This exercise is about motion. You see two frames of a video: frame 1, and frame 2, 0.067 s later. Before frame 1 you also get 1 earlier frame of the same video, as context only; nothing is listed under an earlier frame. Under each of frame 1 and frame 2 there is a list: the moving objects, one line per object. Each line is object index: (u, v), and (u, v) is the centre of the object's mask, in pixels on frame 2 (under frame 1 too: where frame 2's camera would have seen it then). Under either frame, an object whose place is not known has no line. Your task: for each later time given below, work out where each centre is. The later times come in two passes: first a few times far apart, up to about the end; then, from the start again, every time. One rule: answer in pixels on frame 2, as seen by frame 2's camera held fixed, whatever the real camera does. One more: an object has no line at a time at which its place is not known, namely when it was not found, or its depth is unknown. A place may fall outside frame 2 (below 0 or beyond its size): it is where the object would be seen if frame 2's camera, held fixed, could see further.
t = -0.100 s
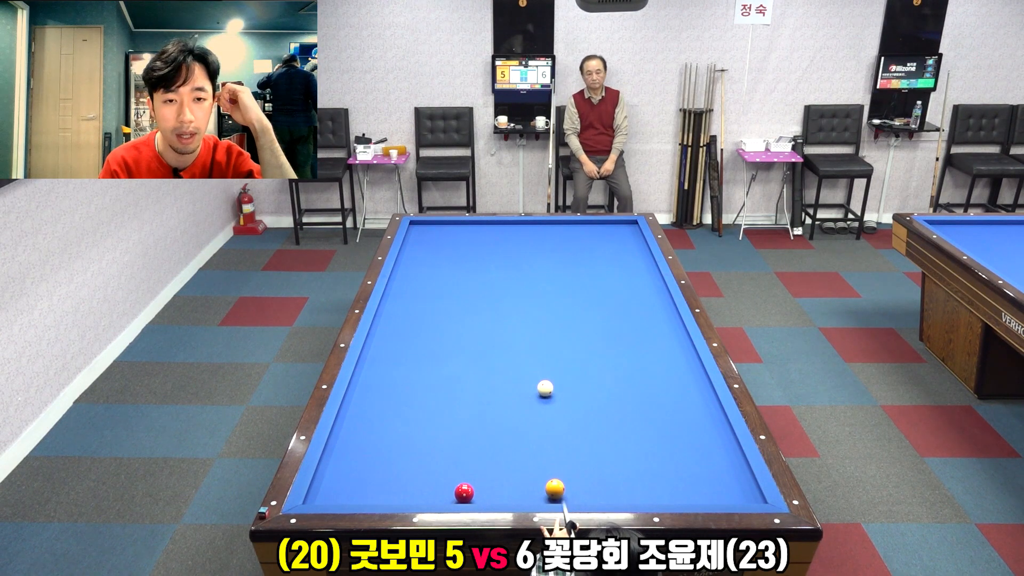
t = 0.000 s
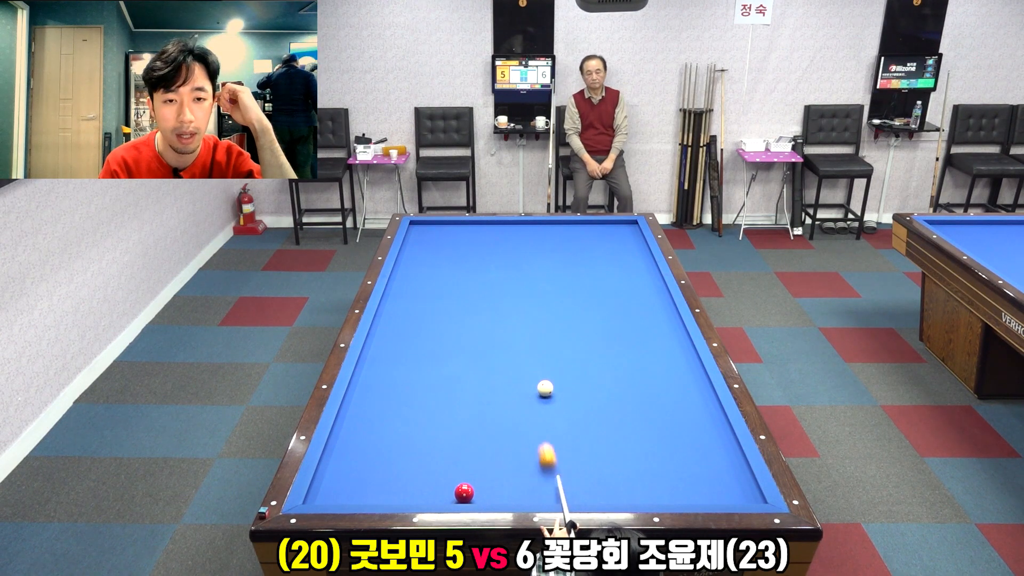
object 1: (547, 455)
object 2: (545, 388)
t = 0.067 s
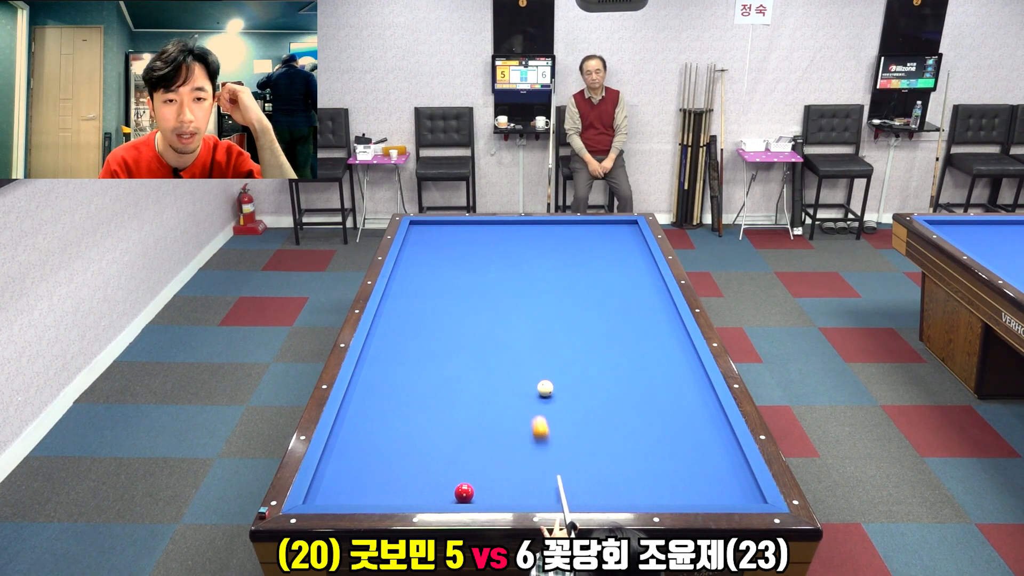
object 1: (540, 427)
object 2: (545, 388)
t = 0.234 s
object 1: (515, 377)
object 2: (558, 383)
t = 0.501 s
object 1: (464, 325)
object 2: (599, 369)
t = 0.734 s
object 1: (431, 288)
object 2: (632, 357)
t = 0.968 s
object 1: (404, 258)
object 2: (661, 346)
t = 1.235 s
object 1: (431, 231)
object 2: (675, 335)
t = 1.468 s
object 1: (457, 231)
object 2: (655, 329)
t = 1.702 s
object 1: (487, 244)
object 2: (636, 322)
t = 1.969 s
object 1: (523, 260)
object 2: (615, 315)
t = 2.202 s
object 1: (558, 274)
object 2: (598, 310)
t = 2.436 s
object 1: (596, 290)
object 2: (582, 304)
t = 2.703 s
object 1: (643, 311)
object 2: (564, 299)
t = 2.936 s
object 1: (675, 330)
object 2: (550, 294)
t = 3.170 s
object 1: (659, 349)
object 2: (537, 289)
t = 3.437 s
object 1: (640, 374)
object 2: (522, 285)
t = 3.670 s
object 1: (622, 398)
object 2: (510, 281)
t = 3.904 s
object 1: (602, 424)
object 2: (498, 277)
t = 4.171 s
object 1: (576, 458)
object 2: (486, 272)
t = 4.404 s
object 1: (551, 490)
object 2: (476, 269)
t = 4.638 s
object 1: (518, 484)
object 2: (466, 266)
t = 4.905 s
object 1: (481, 463)
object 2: (456, 262)
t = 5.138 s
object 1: (452, 447)
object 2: (447, 260)
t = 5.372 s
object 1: (426, 432)
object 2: (439, 257)
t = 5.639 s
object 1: (397, 417)
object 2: (430, 254)
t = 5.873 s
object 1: (374, 404)
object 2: (422, 251)
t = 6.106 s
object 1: (354, 392)
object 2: (415, 249)
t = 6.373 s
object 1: (372, 381)
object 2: (408, 246)
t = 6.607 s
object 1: (389, 372)
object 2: (408, 245)
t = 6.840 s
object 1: (403, 363)
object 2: (413, 243)
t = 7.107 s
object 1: (419, 354)
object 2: (417, 242)
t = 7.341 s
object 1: (432, 346)
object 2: (420, 241)
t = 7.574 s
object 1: (444, 340)
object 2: (424, 240)
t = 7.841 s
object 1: (457, 332)
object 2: (427, 239)
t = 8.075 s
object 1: (467, 326)
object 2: (430, 238)
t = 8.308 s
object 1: (477, 321)
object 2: (432, 237)
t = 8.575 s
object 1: (488, 315)
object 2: (435, 236)
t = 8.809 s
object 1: (496, 310)
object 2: (437, 236)
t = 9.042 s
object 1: (505, 305)
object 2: (438, 235)
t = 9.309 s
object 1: (514, 300)
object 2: (440, 235)
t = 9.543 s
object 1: (521, 296)
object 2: (441, 234)
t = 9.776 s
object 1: (528, 292)
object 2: (442, 234)
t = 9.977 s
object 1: (533, 289)
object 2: (442, 234)
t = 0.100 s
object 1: (537, 415)
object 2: (545, 388)
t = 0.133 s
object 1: (534, 403)
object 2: (545, 389)
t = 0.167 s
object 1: (532, 393)
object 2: (546, 388)
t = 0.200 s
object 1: (524, 385)
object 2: (552, 386)
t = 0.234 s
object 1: (515, 377)
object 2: (558, 383)
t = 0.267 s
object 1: (507, 370)
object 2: (564, 381)
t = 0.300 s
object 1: (499, 363)
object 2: (570, 379)
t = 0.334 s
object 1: (493, 356)
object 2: (575, 378)
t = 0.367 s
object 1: (487, 349)
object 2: (580, 376)
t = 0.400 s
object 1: (481, 343)
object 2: (585, 374)
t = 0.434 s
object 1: (475, 337)
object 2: (590, 372)
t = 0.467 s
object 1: (469, 331)
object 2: (595, 370)
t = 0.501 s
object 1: (464, 325)
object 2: (599, 369)
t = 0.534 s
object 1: (459, 319)
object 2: (604, 367)
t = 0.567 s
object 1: (454, 313)
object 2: (609, 365)
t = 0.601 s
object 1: (449, 308)
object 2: (614, 363)
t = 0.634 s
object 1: (445, 303)
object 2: (618, 362)
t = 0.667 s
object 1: (440, 298)
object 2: (623, 360)
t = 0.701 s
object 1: (436, 293)
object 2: (627, 358)
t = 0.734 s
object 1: (431, 288)
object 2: (632, 357)
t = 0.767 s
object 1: (427, 283)
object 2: (636, 355)
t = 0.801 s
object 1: (423, 279)
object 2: (640, 354)
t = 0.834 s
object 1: (419, 275)
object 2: (645, 352)
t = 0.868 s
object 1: (415, 270)
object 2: (649, 350)
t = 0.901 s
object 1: (411, 266)
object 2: (653, 349)
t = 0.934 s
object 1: (408, 262)
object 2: (657, 347)
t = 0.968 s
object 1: (404, 258)
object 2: (661, 346)
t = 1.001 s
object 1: (404, 254)
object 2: (665, 344)
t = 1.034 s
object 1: (408, 251)
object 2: (670, 343)
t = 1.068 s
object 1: (413, 247)
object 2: (674, 341)
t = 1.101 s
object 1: (417, 244)
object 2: (678, 340)
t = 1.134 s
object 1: (421, 240)
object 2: (682, 339)
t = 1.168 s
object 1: (424, 237)
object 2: (683, 337)
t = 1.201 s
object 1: (428, 234)
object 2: (679, 336)
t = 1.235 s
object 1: (431, 231)
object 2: (675, 335)
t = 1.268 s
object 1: (434, 228)
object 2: (673, 334)
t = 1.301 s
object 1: (438, 225)
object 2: (669, 333)
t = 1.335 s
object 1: (441, 222)
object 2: (667, 332)
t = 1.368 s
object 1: (445, 224)
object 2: (664, 331)
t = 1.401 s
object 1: (449, 226)
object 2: (661, 330)
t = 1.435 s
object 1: (453, 229)
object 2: (658, 330)
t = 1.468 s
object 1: (457, 231)
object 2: (655, 329)
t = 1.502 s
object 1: (461, 233)
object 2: (652, 328)
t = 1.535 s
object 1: (465, 235)
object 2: (650, 327)
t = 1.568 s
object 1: (470, 237)
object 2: (647, 326)
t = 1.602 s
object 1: (474, 239)
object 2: (644, 325)
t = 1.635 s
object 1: (478, 241)
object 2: (641, 324)
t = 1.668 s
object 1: (482, 242)
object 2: (639, 323)
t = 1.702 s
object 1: (487, 244)
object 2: (636, 322)
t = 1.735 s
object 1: (491, 246)
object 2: (633, 321)
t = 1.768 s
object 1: (495, 248)
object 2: (631, 320)
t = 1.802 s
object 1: (500, 250)
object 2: (628, 320)
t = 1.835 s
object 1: (504, 252)
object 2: (625, 319)
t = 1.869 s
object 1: (509, 254)
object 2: (623, 318)
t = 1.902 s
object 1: (514, 256)
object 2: (620, 317)
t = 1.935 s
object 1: (518, 258)
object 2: (617, 316)
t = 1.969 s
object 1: (523, 260)
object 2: (615, 315)
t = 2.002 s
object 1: (528, 262)
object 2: (613, 315)
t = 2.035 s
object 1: (533, 264)
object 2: (610, 314)
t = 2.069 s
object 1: (538, 266)
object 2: (608, 313)
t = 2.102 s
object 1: (543, 268)
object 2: (605, 312)
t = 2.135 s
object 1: (548, 270)
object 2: (603, 311)
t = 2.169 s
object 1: (553, 272)
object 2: (600, 311)
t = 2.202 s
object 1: (558, 274)
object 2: (598, 310)
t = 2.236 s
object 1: (563, 277)
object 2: (596, 309)
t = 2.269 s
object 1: (568, 279)
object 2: (593, 308)
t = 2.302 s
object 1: (574, 281)
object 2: (591, 307)
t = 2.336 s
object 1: (579, 283)
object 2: (589, 307)
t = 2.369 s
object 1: (584, 286)
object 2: (586, 306)
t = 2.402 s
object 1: (590, 288)
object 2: (584, 305)
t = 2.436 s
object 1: (596, 290)
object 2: (582, 304)
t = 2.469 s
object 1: (601, 293)
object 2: (580, 304)
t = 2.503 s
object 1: (607, 295)
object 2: (577, 303)
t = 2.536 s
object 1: (613, 298)
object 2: (575, 302)
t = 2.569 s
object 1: (619, 300)
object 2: (573, 302)
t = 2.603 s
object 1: (625, 303)
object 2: (571, 301)
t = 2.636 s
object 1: (631, 305)
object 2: (569, 300)
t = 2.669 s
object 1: (637, 308)
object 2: (567, 299)
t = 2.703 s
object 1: (643, 311)
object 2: (564, 299)
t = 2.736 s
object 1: (649, 313)
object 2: (563, 298)
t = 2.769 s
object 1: (656, 316)
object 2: (560, 297)
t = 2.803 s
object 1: (662, 319)
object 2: (558, 297)
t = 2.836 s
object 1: (669, 321)
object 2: (556, 296)
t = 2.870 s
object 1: (675, 324)
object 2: (554, 295)
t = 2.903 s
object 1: (678, 327)
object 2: (552, 295)
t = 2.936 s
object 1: (675, 330)
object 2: (550, 294)
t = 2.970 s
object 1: (672, 332)
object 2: (548, 293)
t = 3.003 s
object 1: (670, 335)
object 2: (546, 293)
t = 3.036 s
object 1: (667, 338)
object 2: (544, 292)
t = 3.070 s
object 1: (665, 341)
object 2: (543, 291)
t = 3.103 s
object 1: (663, 343)
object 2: (541, 291)
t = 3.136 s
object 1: (661, 346)
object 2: (539, 290)
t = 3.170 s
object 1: (659, 349)
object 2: (537, 289)
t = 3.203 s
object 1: (657, 352)
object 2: (535, 289)
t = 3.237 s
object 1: (654, 355)
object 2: (533, 288)
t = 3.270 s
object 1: (652, 358)
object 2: (531, 288)
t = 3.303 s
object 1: (650, 361)
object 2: (529, 287)
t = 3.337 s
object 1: (647, 364)
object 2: (528, 286)
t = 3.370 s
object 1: (645, 367)
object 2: (526, 286)
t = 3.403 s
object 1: (642, 370)
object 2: (524, 285)
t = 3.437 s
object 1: (640, 374)
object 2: (522, 285)
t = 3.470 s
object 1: (637, 377)
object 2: (520, 284)
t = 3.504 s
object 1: (635, 380)
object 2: (519, 284)
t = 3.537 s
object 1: (632, 384)
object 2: (517, 283)
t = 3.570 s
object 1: (630, 387)
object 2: (515, 282)
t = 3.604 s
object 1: (627, 391)
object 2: (514, 282)
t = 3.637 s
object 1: (624, 394)
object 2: (512, 281)
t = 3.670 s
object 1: (622, 398)
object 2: (510, 281)
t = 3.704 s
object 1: (619, 401)
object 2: (508, 280)
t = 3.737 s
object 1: (616, 405)
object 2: (507, 279)
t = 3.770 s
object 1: (613, 409)
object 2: (505, 279)
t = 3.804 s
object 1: (610, 412)
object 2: (503, 278)
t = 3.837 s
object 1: (608, 416)
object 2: (502, 278)
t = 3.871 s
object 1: (605, 420)
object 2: (500, 277)
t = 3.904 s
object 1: (602, 424)
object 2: (498, 277)
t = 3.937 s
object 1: (599, 428)
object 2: (497, 276)
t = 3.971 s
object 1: (596, 432)
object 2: (495, 276)
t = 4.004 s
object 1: (592, 436)
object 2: (494, 275)
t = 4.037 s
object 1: (589, 440)
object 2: (492, 275)
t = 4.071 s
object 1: (586, 445)
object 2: (491, 274)
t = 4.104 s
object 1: (583, 449)
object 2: (489, 273)
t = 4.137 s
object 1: (580, 453)
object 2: (488, 273)
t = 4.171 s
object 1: (576, 458)
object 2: (486, 272)
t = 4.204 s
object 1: (572, 462)
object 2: (485, 272)
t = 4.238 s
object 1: (569, 466)
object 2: (483, 272)
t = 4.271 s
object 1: (565, 471)
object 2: (482, 271)
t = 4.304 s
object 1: (562, 476)
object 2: (480, 271)
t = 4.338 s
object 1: (558, 481)
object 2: (479, 270)
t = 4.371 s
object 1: (554, 485)
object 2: (477, 269)
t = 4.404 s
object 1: (551, 490)
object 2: (476, 269)
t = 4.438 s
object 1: (547, 494)
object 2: (474, 269)
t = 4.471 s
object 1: (543, 496)
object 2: (473, 268)
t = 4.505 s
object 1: (537, 495)
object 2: (472, 268)
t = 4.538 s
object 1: (532, 492)
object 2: (470, 267)
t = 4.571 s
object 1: (527, 489)
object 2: (469, 267)
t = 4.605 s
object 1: (522, 487)
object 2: (467, 266)
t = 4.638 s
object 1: (518, 484)
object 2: (466, 266)
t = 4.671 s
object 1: (513, 481)
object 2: (465, 265)
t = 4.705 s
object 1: (508, 479)
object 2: (464, 265)
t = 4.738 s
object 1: (503, 476)
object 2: (462, 265)
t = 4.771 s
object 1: (499, 473)
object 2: (461, 264)
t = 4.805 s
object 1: (494, 471)
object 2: (460, 264)
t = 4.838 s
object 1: (490, 468)
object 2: (458, 263)
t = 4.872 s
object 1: (486, 466)
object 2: (457, 263)
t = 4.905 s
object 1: (481, 463)
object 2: (456, 262)
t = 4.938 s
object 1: (477, 461)
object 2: (454, 262)
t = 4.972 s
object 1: (473, 459)
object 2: (453, 262)
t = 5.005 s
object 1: (469, 456)
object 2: (452, 261)
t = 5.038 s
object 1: (464, 454)
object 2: (451, 261)
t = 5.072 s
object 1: (460, 452)
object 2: (449, 260)
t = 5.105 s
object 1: (456, 449)
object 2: (448, 260)
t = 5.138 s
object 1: (452, 447)
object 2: (447, 260)
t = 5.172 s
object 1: (448, 445)
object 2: (446, 259)
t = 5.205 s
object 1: (444, 443)
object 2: (445, 259)
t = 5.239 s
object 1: (441, 441)
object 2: (443, 258)
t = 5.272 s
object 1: (437, 438)
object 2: (442, 258)
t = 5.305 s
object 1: (433, 436)
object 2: (441, 258)
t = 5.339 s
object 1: (429, 434)
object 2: (440, 257)
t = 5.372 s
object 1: (426, 432)
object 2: (439, 257)
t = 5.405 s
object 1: (422, 430)
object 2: (438, 256)
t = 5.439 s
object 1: (418, 428)
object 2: (436, 256)
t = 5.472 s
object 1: (415, 426)
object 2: (435, 256)
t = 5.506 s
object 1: (411, 424)
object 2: (434, 255)
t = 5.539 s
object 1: (408, 422)
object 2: (433, 255)
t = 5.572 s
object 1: (404, 420)
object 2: (432, 255)
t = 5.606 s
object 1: (401, 418)
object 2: (431, 254)
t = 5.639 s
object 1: (397, 417)
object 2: (430, 254)
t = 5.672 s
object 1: (394, 415)
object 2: (429, 254)
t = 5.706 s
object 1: (391, 413)
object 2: (428, 253)
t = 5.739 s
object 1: (387, 411)
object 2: (427, 253)
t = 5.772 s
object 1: (384, 409)
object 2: (426, 252)
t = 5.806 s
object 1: (381, 407)
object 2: (425, 252)
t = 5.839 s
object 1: (378, 406)
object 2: (424, 252)
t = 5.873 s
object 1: (374, 404)
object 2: (422, 251)
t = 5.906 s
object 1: (371, 402)
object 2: (421, 251)
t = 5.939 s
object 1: (368, 400)
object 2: (420, 251)
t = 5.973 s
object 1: (365, 399)
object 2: (420, 250)
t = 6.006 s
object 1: (362, 397)
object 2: (419, 250)
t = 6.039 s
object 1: (359, 395)
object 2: (417, 250)
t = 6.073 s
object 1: (356, 394)
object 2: (416, 249)
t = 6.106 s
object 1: (354, 392)
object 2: (415, 249)
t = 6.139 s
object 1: (355, 391)
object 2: (415, 249)
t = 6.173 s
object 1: (358, 389)
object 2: (414, 248)
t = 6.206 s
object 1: (360, 388)
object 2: (413, 248)
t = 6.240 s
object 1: (363, 386)
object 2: (412, 248)
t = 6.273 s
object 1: (365, 385)
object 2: (411, 247)
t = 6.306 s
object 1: (368, 384)
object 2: (410, 247)
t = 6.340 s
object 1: (370, 382)
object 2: (409, 247)
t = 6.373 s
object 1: (372, 381)
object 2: (408, 246)
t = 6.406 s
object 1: (375, 380)
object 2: (407, 246)
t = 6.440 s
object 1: (377, 378)
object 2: (406, 246)
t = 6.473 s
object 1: (380, 377)
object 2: (406, 246)
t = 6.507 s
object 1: (382, 376)
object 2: (407, 246)
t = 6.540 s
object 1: (384, 374)
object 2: (407, 245)
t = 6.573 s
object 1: (386, 373)
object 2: (408, 245)
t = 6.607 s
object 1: (389, 372)
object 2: (408, 245)
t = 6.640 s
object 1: (391, 370)
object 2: (409, 245)
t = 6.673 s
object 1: (393, 369)
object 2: (410, 244)
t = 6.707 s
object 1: (395, 368)
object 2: (410, 244)
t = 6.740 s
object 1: (397, 367)
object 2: (411, 244)
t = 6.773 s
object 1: (399, 366)
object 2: (411, 244)
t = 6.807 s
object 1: (401, 364)
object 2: (412, 244)
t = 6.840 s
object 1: (403, 363)
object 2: (413, 243)
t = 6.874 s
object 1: (405, 362)
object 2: (413, 243)
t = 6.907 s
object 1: (408, 361)
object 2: (414, 243)
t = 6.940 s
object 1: (409, 360)
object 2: (414, 243)
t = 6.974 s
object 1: (411, 358)
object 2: (415, 243)
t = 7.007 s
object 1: (413, 358)
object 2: (415, 243)
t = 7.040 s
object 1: (415, 356)
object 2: (416, 242)
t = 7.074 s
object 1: (417, 355)
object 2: (416, 242)
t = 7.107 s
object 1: (419, 354)
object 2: (417, 242)
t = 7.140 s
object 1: (421, 353)
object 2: (417, 242)
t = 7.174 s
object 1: (423, 352)
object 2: (418, 242)
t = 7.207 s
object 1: (425, 351)
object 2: (418, 242)
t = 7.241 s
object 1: (427, 350)
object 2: (419, 241)
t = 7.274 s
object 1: (428, 349)
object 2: (420, 241)
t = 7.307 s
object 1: (430, 348)
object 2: (420, 241)
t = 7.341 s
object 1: (432, 346)
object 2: (420, 241)
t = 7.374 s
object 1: (434, 346)
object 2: (421, 241)
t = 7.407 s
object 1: (435, 345)
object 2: (422, 241)
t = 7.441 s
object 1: (437, 344)
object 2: (422, 240)
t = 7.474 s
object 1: (439, 343)
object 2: (422, 240)
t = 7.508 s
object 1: (441, 342)
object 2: (423, 240)
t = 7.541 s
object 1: (442, 341)
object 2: (423, 240)
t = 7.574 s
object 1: (444, 340)
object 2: (424, 240)
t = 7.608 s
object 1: (446, 339)
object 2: (424, 240)
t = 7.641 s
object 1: (448, 338)
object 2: (425, 240)
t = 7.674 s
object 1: (449, 337)
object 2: (425, 239)
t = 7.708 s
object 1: (451, 336)
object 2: (425, 239)
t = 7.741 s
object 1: (452, 335)
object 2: (426, 239)
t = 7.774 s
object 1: (454, 334)
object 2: (426, 239)
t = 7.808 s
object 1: (455, 333)
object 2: (427, 239)
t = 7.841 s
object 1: (457, 332)
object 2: (427, 239)
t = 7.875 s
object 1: (459, 332)
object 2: (428, 239)
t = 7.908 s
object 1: (460, 331)
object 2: (428, 238)
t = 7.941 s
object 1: (461, 330)
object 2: (428, 238)
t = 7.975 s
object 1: (463, 329)
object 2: (429, 238)
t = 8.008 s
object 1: (464, 328)
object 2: (429, 238)
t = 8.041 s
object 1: (466, 327)
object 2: (429, 238)
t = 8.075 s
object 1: (467, 326)
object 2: (430, 238)
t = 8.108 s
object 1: (469, 326)
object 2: (430, 238)
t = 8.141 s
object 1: (470, 325)
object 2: (431, 238)
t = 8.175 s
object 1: (472, 324)
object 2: (431, 237)
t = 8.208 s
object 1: (473, 323)
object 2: (431, 237)
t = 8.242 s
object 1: (475, 322)
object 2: (432, 237)
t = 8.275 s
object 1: (476, 321)
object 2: (432, 237)
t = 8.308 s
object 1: (477, 321)
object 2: (432, 237)
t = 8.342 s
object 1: (479, 320)
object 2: (433, 237)
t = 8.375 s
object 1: (480, 319)
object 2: (433, 237)
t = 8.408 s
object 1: (481, 318)
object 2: (433, 237)
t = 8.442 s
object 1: (483, 318)
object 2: (434, 237)
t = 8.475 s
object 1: (484, 317)
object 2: (434, 237)
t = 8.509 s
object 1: (485, 316)
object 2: (434, 236)
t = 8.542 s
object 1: (486, 315)
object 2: (435, 236)
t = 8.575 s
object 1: (488, 315)
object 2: (435, 236)
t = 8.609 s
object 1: (489, 314)
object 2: (435, 236)
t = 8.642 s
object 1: (490, 313)
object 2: (435, 236)
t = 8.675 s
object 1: (492, 312)
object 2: (436, 236)
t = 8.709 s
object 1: (493, 312)
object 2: (436, 236)
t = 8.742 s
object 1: (494, 311)
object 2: (436, 236)
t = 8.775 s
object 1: (495, 310)
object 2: (436, 236)
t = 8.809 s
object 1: (496, 310)
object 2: (437, 236)
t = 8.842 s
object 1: (498, 309)
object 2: (437, 236)
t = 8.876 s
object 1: (499, 308)
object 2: (437, 235)
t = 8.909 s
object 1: (500, 308)
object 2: (437, 235)
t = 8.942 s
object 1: (501, 307)
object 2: (438, 235)
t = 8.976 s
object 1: (502, 306)
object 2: (438, 235)
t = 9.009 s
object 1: (504, 306)
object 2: (438, 235)
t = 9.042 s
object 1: (505, 305)
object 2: (438, 235)
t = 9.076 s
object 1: (506, 304)
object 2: (438, 235)
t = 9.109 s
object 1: (507, 304)
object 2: (439, 235)
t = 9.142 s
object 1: (508, 303)
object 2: (439, 235)
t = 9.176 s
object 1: (509, 303)
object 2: (439, 235)
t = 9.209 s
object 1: (510, 302)
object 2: (439, 235)
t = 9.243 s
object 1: (511, 301)
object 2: (440, 235)
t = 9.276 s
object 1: (513, 301)
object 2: (440, 235)
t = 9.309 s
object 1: (514, 300)
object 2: (440, 235)
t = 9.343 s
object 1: (515, 300)
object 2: (440, 234)
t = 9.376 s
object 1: (516, 299)
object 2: (440, 235)
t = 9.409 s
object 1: (517, 298)
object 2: (440, 234)
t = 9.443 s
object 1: (518, 298)
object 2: (441, 234)
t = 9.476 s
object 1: (519, 297)
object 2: (441, 234)
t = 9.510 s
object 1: (520, 297)
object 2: (441, 234)
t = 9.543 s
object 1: (521, 296)
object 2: (441, 234)
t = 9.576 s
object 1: (522, 296)
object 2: (441, 234)
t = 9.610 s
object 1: (523, 295)
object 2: (441, 234)
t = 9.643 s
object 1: (524, 294)
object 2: (441, 234)
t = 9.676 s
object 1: (525, 294)
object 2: (442, 234)
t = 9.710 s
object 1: (526, 293)
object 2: (442, 234)
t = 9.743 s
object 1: (527, 293)
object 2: (442, 234)
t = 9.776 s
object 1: (528, 292)
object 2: (442, 234)
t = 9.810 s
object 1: (529, 292)
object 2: (442, 234)
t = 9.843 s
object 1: (530, 291)
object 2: (442, 234)
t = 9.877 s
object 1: (531, 291)
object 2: (442, 234)
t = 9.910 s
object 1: (531, 290)
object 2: (442, 234)
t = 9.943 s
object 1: (532, 289)
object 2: (442, 234)
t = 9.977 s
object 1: (533, 289)
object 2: (442, 234)
